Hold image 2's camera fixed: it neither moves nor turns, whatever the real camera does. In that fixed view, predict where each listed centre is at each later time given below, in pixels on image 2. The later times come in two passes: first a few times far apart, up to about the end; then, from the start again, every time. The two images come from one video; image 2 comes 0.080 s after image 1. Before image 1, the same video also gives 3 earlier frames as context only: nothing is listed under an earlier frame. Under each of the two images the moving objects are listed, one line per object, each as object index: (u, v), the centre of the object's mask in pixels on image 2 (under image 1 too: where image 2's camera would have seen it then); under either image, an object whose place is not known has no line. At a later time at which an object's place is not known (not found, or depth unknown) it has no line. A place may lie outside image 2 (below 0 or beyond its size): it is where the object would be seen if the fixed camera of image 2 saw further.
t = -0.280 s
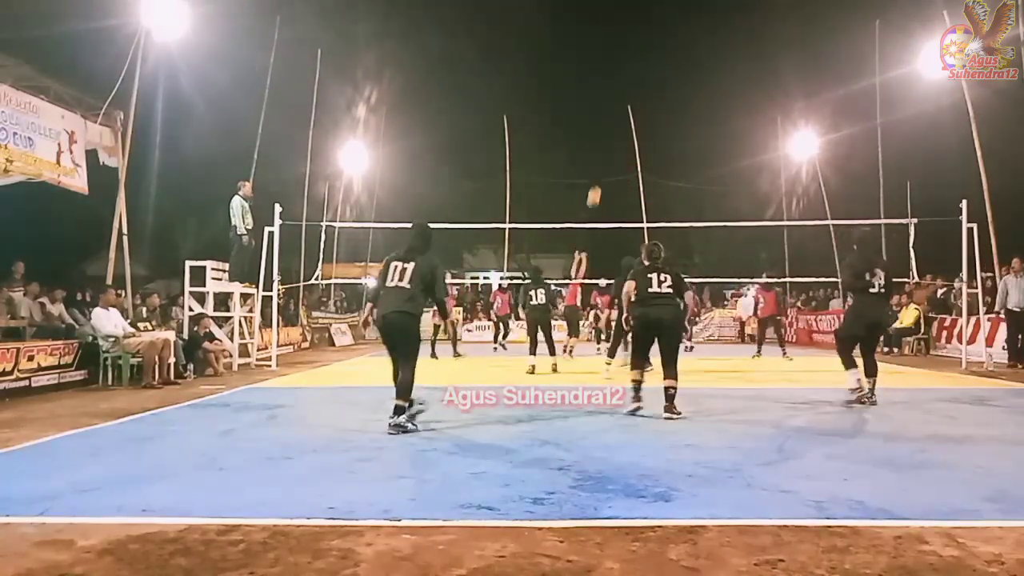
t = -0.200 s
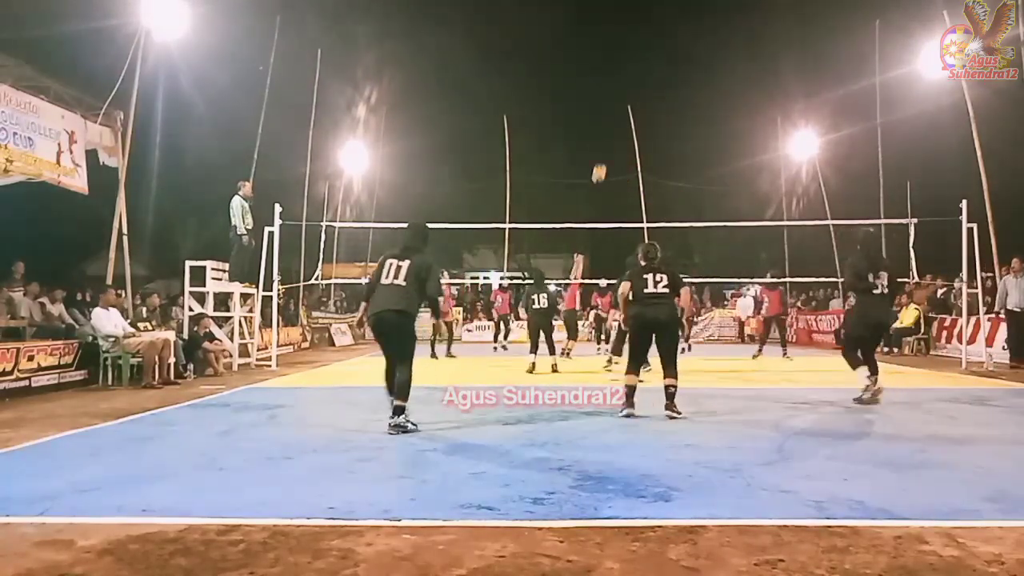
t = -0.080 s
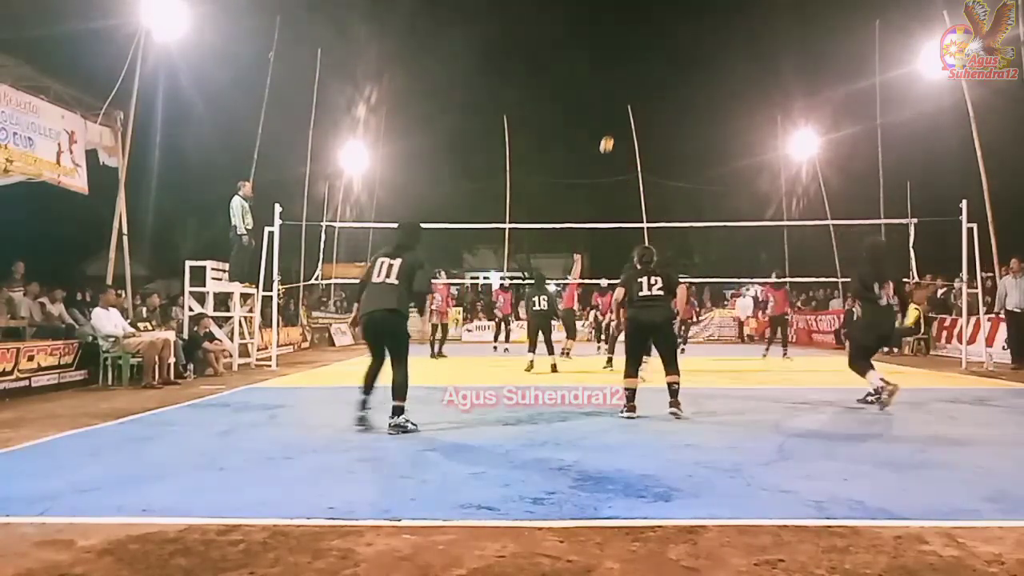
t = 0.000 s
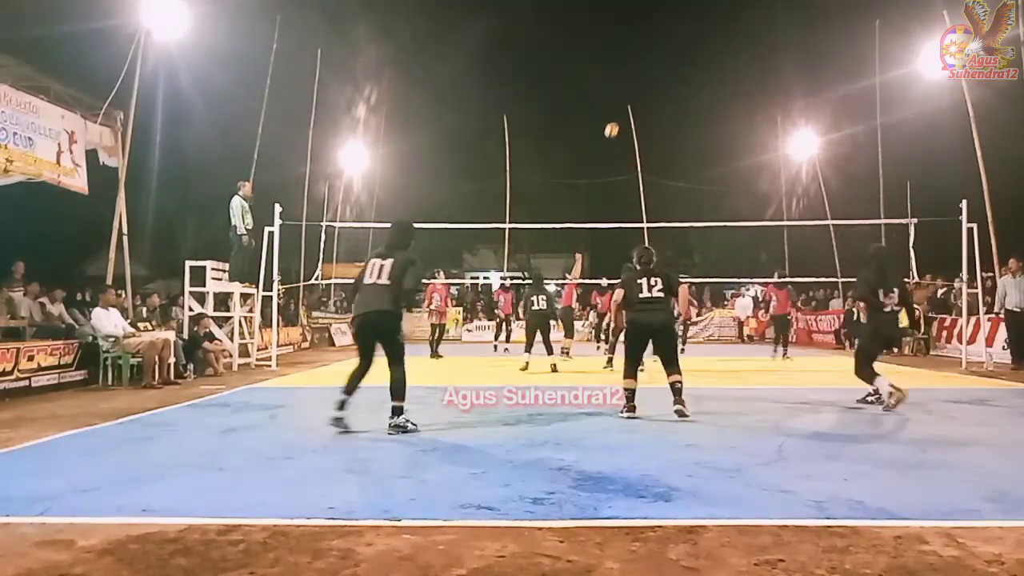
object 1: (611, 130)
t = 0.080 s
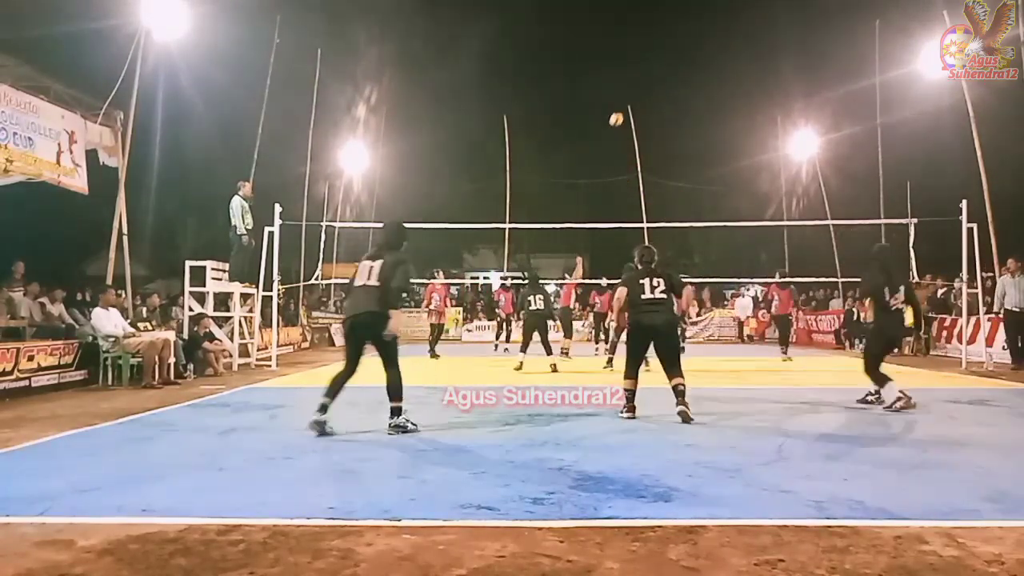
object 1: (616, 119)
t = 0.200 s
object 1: (623, 109)
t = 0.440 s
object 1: (638, 113)
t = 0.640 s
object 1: (649, 139)
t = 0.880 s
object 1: (662, 197)
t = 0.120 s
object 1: (618, 115)
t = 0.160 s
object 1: (621, 112)
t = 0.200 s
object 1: (623, 109)
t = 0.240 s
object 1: (626, 108)
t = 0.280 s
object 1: (628, 107)
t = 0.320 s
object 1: (630, 108)
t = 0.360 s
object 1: (633, 108)
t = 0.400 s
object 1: (635, 110)
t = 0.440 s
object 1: (638, 113)
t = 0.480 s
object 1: (640, 116)
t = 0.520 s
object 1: (642, 121)
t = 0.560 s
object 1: (644, 126)
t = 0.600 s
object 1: (646, 132)
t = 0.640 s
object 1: (649, 139)
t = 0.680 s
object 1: (651, 147)
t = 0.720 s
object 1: (653, 155)
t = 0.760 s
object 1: (656, 164)
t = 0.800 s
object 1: (658, 175)
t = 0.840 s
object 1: (660, 186)
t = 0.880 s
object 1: (662, 197)
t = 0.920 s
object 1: (664, 209)
